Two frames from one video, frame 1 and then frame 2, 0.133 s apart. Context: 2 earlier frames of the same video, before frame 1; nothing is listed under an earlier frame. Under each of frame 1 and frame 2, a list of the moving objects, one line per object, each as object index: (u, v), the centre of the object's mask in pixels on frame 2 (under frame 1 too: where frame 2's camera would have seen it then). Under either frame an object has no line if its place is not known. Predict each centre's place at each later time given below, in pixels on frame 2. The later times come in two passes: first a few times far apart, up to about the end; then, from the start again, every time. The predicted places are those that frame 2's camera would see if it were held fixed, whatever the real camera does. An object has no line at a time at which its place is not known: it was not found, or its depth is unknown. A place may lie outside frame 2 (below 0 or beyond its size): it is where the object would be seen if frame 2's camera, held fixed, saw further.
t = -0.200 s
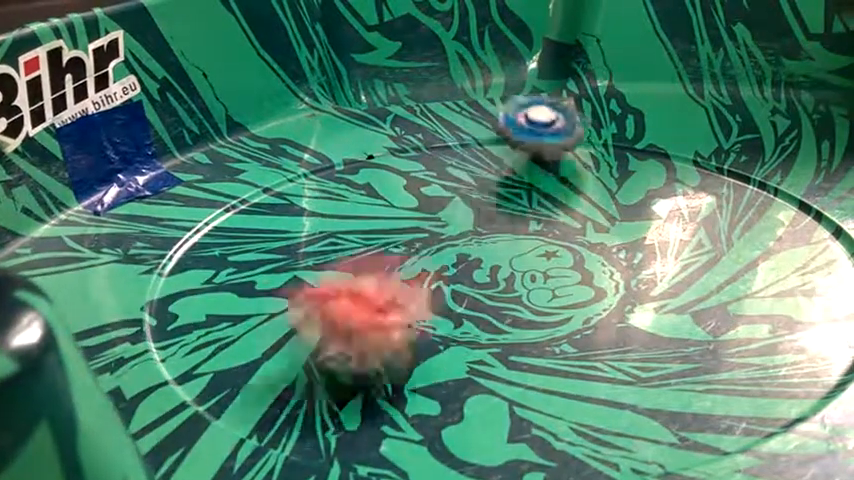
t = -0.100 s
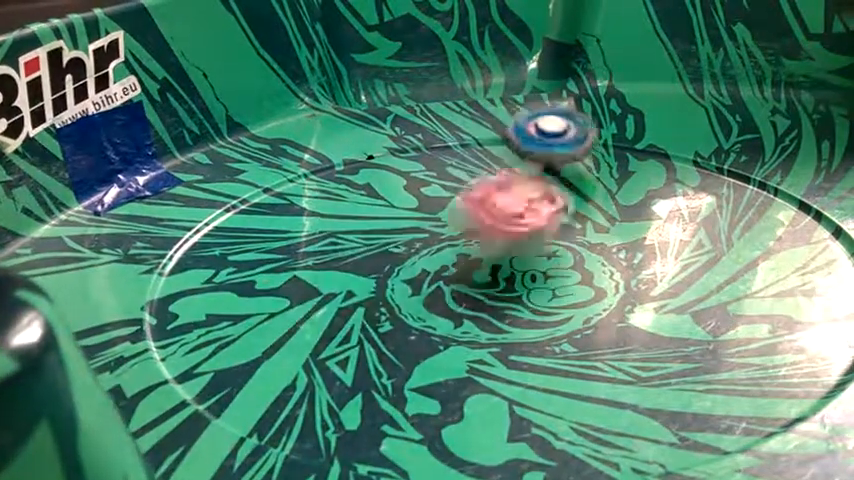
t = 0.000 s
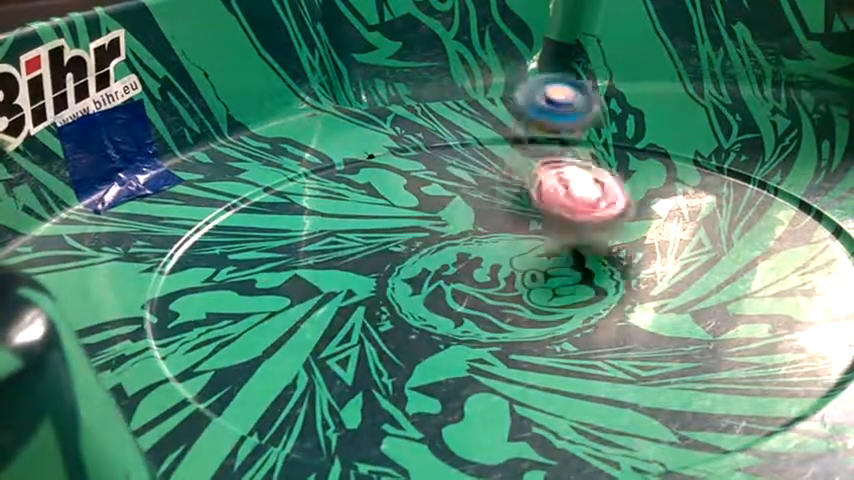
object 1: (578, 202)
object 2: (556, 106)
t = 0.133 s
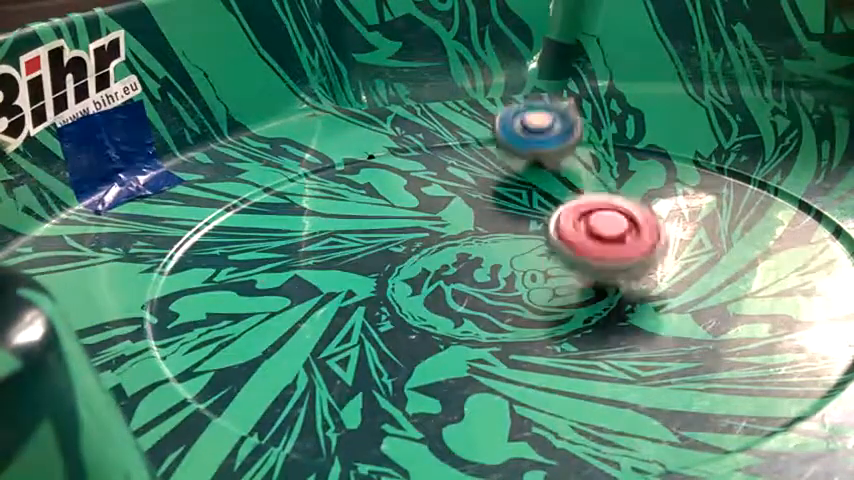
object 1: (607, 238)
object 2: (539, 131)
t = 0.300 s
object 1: (598, 256)
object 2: (569, 149)
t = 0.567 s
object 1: (646, 254)
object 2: (675, 152)
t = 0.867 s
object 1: (662, 265)
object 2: (682, 189)
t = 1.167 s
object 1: (507, 359)
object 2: (680, 228)
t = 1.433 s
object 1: (412, 378)
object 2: (636, 265)
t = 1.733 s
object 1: (333, 340)
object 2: (579, 305)
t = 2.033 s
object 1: (330, 270)
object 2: (503, 294)
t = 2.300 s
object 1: (379, 219)
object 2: (417, 281)
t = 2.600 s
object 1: (465, 187)
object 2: (401, 274)
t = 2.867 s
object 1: (548, 178)
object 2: (422, 252)
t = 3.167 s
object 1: (637, 194)
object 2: (409, 229)
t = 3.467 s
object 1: (681, 234)
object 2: (458, 237)
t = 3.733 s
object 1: (640, 281)
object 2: (496, 224)
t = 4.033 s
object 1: (499, 317)
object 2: (497, 228)
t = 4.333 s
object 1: (365, 297)
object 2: (515, 245)
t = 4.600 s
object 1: (317, 254)
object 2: (526, 254)
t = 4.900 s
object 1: (348, 206)
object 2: (517, 259)
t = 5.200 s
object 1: (431, 183)
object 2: (489, 259)
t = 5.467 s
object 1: (520, 184)
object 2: (466, 258)
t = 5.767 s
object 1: (611, 212)
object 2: (458, 254)
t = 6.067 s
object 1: (647, 259)
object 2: (462, 246)
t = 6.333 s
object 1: (595, 310)
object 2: (469, 239)
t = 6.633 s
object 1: (461, 325)
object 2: (480, 237)
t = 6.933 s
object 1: (356, 292)
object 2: (498, 239)
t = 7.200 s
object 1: (339, 243)
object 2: (506, 242)
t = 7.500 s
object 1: (393, 197)
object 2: (512, 247)
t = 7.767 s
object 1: (474, 182)
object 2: (506, 249)
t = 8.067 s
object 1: (574, 192)
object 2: (492, 256)
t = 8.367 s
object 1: (640, 232)
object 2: (485, 257)
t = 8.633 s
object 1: (637, 277)
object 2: (477, 254)
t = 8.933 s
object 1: (522, 320)
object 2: (467, 249)
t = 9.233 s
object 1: (389, 305)
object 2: (464, 246)
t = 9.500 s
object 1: (338, 257)
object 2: (480, 245)
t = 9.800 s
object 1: (371, 208)
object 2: (492, 241)
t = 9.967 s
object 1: (415, 191)
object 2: (494, 240)
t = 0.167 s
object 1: (605, 244)
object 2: (540, 134)
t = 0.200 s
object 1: (602, 249)
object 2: (541, 139)
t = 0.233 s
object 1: (599, 253)
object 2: (547, 142)
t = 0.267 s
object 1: (595, 255)
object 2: (557, 145)
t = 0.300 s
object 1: (598, 256)
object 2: (569, 149)
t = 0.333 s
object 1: (599, 256)
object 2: (584, 151)
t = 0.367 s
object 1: (604, 257)
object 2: (600, 152)
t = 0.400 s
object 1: (611, 254)
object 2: (616, 153)
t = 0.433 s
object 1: (617, 254)
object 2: (630, 154)
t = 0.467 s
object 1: (624, 254)
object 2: (643, 154)
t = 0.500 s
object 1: (632, 254)
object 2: (656, 151)
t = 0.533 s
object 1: (640, 254)
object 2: (665, 152)
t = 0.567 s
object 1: (646, 254)
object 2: (675, 152)
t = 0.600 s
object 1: (652, 255)
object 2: (683, 152)
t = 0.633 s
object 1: (656, 256)
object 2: (689, 155)
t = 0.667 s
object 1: (660, 257)
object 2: (692, 159)
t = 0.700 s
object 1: (663, 258)
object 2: (693, 163)
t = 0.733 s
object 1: (665, 259)
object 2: (693, 166)
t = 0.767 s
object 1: (667, 260)
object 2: (690, 172)
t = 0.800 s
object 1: (667, 262)
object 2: (687, 177)
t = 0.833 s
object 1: (666, 264)
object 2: (685, 182)
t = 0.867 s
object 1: (662, 265)
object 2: (682, 189)
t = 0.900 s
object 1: (660, 267)
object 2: (679, 197)
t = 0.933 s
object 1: (657, 269)
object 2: (679, 203)
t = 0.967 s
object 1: (652, 271)
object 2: (679, 210)
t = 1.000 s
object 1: (631, 292)
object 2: (681, 214)
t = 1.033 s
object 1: (603, 312)
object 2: (685, 216)
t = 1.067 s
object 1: (574, 330)
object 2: (685, 217)
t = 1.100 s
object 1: (550, 340)
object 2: (684, 221)
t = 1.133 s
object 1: (524, 354)
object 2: (682, 225)
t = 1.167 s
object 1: (507, 359)
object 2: (680, 228)
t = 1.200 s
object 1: (495, 365)
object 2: (675, 232)
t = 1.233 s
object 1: (482, 370)
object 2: (670, 237)
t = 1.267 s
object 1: (471, 373)
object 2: (665, 242)
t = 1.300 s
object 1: (460, 376)
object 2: (659, 245)
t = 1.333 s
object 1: (450, 378)
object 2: (654, 249)
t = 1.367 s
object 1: (437, 379)
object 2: (649, 254)
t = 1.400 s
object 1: (426, 378)
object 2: (641, 260)
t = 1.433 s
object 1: (412, 378)
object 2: (636, 265)
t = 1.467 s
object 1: (398, 378)
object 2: (627, 271)
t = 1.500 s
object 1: (386, 374)
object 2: (617, 278)
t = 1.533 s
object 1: (375, 371)
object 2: (610, 283)
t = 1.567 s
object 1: (367, 368)
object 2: (603, 289)
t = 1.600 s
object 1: (359, 363)
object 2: (595, 295)
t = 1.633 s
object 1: (350, 357)
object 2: (589, 299)
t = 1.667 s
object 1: (343, 351)
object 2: (585, 303)
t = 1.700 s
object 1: (338, 345)
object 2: (581, 304)
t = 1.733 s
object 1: (333, 340)
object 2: (579, 305)
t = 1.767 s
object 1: (327, 330)
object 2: (576, 306)
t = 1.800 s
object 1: (326, 323)
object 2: (574, 306)
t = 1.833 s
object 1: (323, 315)
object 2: (568, 306)
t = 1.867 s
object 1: (321, 307)
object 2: (563, 305)
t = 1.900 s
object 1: (322, 299)
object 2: (554, 305)
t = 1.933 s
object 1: (322, 293)
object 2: (545, 302)
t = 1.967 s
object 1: (324, 284)
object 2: (532, 300)
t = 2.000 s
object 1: (328, 279)
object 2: (518, 297)
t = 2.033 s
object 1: (330, 270)
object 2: (503, 294)
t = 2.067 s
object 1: (333, 263)
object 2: (489, 291)
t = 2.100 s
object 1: (340, 258)
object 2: (476, 289)
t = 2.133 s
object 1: (345, 252)
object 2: (459, 287)
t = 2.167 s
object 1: (349, 248)
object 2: (452, 285)
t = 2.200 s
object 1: (356, 237)
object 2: (443, 284)
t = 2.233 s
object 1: (362, 230)
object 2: (435, 283)
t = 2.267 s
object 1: (368, 226)
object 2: (426, 283)
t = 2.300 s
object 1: (379, 219)
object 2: (417, 281)
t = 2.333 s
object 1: (387, 214)
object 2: (412, 281)
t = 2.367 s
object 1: (396, 210)
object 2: (407, 280)
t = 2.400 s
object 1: (404, 206)
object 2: (401, 279)
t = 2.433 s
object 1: (414, 203)
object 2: (397, 278)
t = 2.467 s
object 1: (424, 199)
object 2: (395, 277)
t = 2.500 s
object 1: (433, 195)
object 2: (395, 276)
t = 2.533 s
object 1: (442, 192)
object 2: (396, 275)
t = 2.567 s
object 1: (453, 189)
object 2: (398, 274)
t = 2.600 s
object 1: (465, 187)
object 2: (401, 274)
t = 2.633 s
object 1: (474, 184)
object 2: (404, 273)
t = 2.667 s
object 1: (484, 182)
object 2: (406, 271)
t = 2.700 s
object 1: (496, 180)
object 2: (409, 269)
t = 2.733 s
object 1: (506, 180)
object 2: (412, 266)
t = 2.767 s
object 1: (517, 178)
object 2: (414, 262)
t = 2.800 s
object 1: (527, 178)
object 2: (416, 259)
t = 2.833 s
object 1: (538, 178)
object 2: (419, 257)
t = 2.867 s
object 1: (548, 178)
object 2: (422, 252)
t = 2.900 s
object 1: (559, 179)
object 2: (424, 248)
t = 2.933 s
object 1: (570, 179)
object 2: (426, 245)
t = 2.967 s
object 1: (580, 179)
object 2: (424, 239)
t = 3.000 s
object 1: (590, 182)
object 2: (423, 235)
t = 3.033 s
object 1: (602, 184)
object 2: (421, 231)
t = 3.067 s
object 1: (609, 185)
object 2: (418, 230)
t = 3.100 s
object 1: (622, 188)
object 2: (415, 228)
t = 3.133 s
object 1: (630, 191)
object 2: (412, 229)
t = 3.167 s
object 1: (637, 194)
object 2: (409, 229)
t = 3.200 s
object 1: (647, 198)
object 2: (408, 230)
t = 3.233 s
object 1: (653, 201)
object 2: (408, 231)
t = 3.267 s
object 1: (662, 204)
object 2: (409, 232)
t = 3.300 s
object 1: (666, 208)
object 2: (412, 234)
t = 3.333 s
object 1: (670, 213)
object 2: (418, 234)
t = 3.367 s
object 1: (675, 219)
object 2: (425, 236)
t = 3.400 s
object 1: (677, 224)
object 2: (437, 236)
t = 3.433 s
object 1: (679, 229)
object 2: (447, 237)
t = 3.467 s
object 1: (681, 234)
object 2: (458, 237)
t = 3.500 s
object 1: (681, 240)
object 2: (467, 235)
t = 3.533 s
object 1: (678, 246)
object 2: (474, 235)
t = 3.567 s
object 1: (674, 252)
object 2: (481, 232)
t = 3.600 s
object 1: (671, 259)
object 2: (485, 231)
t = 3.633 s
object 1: (665, 264)
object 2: (488, 229)
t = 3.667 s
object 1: (658, 270)
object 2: (491, 228)
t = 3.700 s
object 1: (650, 275)
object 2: (493, 226)
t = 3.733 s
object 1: (640, 281)
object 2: (496, 224)
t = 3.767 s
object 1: (627, 289)
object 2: (497, 222)
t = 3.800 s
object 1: (614, 294)
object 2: (498, 222)
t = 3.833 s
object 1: (598, 300)
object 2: (499, 221)
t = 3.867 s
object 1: (582, 303)
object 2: (499, 221)
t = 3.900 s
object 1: (569, 307)
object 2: (498, 222)
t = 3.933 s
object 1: (547, 310)
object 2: (499, 223)
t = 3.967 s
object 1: (531, 311)
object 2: (498, 224)
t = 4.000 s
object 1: (516, 314)
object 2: (498, 226)
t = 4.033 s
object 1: (499, 317)
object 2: (497, 228)
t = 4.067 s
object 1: (480, 317)
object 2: (498, 230)
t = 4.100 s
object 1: (465, 315)
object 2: (498, 232)
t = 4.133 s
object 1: (448, 315)
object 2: (499, 234)
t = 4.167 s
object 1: (432, 312)
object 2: (500, 236)
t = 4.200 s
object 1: (419, 312)
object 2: (502, 237)
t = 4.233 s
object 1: (405, 309)
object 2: (504, 238)
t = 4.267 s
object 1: (390, 305)
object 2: (508, 241)
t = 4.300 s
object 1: (378, 301)
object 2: (512, 242)
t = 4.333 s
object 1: (365, 297)
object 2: (515, 245)
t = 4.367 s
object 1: (353, 291)
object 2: (518, 247)
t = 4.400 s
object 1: (344, 286)
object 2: (520, 249)
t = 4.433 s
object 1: (336, 281)
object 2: (522, 250)
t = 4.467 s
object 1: (331, 278)
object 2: (523, 252)
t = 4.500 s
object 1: (325, 269)
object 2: (524, 253)
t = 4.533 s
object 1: (321, 264)
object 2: (525, 253)
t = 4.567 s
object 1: (317, 259)
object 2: (525, 254)
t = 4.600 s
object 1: (317, 254)
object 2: (526, 254)
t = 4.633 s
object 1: (316, 246)
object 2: (527, 255)
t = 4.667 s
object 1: (317, 241)
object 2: (527, 256)
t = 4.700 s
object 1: (319, 236)
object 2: (527, 256)
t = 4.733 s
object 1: (321, 231)
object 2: (527, 257)
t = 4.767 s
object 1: (325, 226)
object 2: (527, 257)
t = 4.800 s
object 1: (330, 220)
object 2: (525, 257)
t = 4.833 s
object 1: (335, 215)
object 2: (523, 258)
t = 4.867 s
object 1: (340, 210)
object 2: (521, 258)
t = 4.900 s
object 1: (348, 206)
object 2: (517, 259)
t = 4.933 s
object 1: (354, 203)
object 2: (514, 259)
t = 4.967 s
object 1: (362, 199)
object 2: (511, 259)
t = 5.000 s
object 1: (371, 194)
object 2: (506, 259)
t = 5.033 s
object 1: (380, 191)
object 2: (503, 258)
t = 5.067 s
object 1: (389, 189)
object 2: (500, 258)
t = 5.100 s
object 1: (400, 187)
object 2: (497, 258)
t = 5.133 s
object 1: (409, 186)
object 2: (494, 258)
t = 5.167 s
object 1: (420, 185)
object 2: (491, 258)
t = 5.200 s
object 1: (431, 183)
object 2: (489, 259)
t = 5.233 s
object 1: (441, 182)
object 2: (484, 259)
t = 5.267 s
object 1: (452, 181)
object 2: (481, 260)
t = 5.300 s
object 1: (464, 180)
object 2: (477, 260)
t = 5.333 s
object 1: (474, 182)
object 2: (474, 259)
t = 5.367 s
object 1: (486, 181)
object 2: (471, 259)
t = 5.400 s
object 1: (497, 182)
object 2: (469, 258)
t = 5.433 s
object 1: (509, 182)
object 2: (467, 258)
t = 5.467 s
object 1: (520, 184)
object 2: (466, 258)
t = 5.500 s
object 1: (529, 185)
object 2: (464, 258)
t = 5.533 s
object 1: (542, 187)
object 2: (464, 257)
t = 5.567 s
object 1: (553, 189)
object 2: (464, 257)
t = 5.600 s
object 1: (563, 192)
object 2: (463, 257)
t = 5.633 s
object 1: (575, 196)
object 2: (462, 257)
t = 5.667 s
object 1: (582, 200)
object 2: (461, 256)
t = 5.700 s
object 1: (591, 204)
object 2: (460, 255)
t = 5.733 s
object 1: (601, 208)
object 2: (459, 255)
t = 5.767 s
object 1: (611, 212)
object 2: (458, 254)
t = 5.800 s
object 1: (617, 217)
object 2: (457, 254)
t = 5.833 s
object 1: (623, 220)
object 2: (458, 253)
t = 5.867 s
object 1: (630, 225)
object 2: (459, 251)
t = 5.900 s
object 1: (634, 233)
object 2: (459, 251)
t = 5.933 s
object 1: (638, 238)
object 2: (459, 250)
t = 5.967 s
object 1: (642, 244)
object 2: (461, 248)
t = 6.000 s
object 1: (643, 251)
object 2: (461, 247)
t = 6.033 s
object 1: (644, 258)
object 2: (461, 247)
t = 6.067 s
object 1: (647, 259)
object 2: (462, 246)
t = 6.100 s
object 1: (646, 267)
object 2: (463, 245)
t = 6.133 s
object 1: (643, 272)
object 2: (463, 244)
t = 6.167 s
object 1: (639, 279)
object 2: (464, 244)
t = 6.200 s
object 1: (632, 289)
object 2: (463, 243)
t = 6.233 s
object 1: (623, 297)
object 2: (464, 241)
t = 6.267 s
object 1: (617, 301)
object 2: (465, 240)
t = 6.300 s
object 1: (606, 305)
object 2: (468, 239)
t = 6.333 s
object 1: (595, 310)
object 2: (469, 239)
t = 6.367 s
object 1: (582, 314)
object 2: (470, 238)
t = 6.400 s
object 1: (567, 318)
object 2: (472, 237)
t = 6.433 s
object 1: (554, 322)
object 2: (473, 237)
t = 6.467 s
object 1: (538, 324)
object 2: (474, 237)
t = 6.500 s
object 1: (523, 326)
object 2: (476, 237)
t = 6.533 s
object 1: (508, 326)
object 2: (477, 237)
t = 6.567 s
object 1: (492, 327)
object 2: (478, 237)
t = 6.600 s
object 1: (477, 326)
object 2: (479, 237)
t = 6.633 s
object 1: (461, 325)
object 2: (480, 237)
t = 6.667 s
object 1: (448, 324)
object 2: (480, 238)
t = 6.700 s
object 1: (430, 321)
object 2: (481, 238)
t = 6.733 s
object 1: (418, 320)
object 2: (484, 238)
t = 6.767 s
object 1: (405, 317)
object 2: (486, 238)
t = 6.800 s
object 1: (393, 313)
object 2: (488, 238)
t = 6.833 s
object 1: (381, 308)
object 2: (491, 238)
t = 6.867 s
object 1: (370, 302)
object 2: (493, 238)
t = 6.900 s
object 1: (363, 296)
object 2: (495, 238)
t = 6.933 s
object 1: (356, 292)
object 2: (498, 239)
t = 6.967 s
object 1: (348, 284)
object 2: (500, 240)
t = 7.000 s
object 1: (343, 279)
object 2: (501, 240)
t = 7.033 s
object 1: (339, 273)
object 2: (503, 241)
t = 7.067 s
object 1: (337, 267)
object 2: (503, 241)
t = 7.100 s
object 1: (336, 261)
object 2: (504, 242)
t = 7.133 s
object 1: (336, 255)
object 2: (505, 242)
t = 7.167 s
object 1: (337, 248)
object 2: (506, 242)
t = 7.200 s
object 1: (339, 243)
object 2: (506, 242)
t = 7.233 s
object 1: (343, 236)
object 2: (508, 243)
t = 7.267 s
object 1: (347, 232)
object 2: (510, 243)
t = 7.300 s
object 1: (352, 225)
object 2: (510, 243)
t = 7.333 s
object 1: (358, 220)
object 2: (512, 244)
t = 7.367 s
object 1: (364, 214)
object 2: (512, 244)
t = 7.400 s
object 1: (370, 210)
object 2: (513, 245)
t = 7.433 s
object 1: (377, 205)
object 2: (513, 245)
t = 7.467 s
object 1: (385, 201)
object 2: (513, 246)
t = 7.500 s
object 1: (393, 197)
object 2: (512, 247)
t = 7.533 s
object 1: (402, 195)
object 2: (512, 247)
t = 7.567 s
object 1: (413, 192)
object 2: (511, 248)
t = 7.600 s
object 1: (422, 190)
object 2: (510, 249)
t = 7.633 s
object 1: (432, 187)
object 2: (509, 249)
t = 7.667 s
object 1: (441, 186)
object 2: (508, 248)
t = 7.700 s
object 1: (452, 184)
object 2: (508, 248)
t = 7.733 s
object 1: (462, 183)
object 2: (507, 249)
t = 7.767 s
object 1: (474, 182)
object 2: (506, 249)
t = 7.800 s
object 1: (483, 181)
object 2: (505, 250)
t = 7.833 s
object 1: (496, 181)
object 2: (504, 251)
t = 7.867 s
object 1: (508, 181)
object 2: (502, 252)
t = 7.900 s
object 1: (519, 182)
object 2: (500, 252)
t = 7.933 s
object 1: (531, 183)
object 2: (499, 253)
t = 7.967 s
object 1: (542, 184)
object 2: (497, 254)
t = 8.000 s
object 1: (554, 186)
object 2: (495, 254)
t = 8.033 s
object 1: (562, 190)
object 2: (494, 255)
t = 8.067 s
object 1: (574, 192)
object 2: (492, 256)
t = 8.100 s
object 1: (583, 194)
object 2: (490, 257)
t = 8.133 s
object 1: (592, 197)
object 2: (489, 257)
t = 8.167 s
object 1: (602, 202)
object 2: (488, 257)
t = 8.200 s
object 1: (611, 205)
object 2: (487, 257)
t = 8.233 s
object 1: (619, 209)
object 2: (486, 257)
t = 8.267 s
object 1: (625, 214)
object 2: (486, 257)
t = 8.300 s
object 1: (632, 219)
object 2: (486, 257)
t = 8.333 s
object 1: (637, 224)
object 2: (486, 256)
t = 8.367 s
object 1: (640, 232)
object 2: (485, 257)
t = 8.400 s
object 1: (645, 236)
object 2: (485, 256)
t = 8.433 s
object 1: (649, 242)
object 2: (484, 256)
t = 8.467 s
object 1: (650, 246)
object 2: (483, 256)
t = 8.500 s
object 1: (650, 252)
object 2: (482, 256)
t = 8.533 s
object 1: (649, 259)
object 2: (481, 255)
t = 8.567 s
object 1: (646, 265)
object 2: (479, 255)
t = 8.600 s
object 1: (641, 273)
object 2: (478, 254)
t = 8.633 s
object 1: (637, 277)
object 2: (477, 254)
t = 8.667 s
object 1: (629, 284)
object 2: (476, 253)
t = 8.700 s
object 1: (620, 291)
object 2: (475, 252)
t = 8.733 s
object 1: (609, 296)
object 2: (474, 251)
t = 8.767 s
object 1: (597, 301)
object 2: (472, 250)
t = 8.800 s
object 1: (585, 306)
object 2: (471, 249)
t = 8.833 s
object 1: (570, 312)
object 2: (471, 249)
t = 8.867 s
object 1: (554, 315)
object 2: (470, 249)
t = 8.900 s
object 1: (539, 317)
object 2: (469, 248)
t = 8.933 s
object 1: (522, 320)
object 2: (467, 249)
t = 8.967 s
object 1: (505, 321)
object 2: (466, 248)
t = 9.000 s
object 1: (487, 320)
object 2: (465, 248)
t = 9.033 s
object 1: (469, 319)
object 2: (464, 247)
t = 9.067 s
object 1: (454, 319)
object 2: (464, 247)
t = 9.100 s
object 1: (438, 316)
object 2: (463, 247)
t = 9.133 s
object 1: (425, 315)
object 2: (463, 247)
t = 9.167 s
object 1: (414, 312)
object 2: (463, 247)
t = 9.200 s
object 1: (400, 310)
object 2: (463, 247)
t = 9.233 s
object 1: (389, 305)
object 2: (464, 246)
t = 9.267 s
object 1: (378, 298)
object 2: (464, 246)
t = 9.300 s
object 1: (368, 292)
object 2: (466, 246)
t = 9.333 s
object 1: (362, 289)
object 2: (468, 247)
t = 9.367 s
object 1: (354, 282)
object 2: (470, 246)
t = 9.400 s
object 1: (346, 276)
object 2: (472, 246)
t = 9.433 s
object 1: (341, 270)
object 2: (475, 245)
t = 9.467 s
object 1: (339, 263)
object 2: (477, 245)
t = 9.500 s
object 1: (338, 257)
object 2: (480, 245)
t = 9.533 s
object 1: (336, 250)
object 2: (481, 245)
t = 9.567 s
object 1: (337, 245)
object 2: (483, 245)
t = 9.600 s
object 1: (341, 238)
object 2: (485, 244)
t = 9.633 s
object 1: (343, 233)
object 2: (487, 244)
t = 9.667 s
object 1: (347, 229)
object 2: (487, 243)
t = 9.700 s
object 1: (352, 222)
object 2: (489, 243)
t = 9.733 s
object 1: (357, 217)
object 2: (491, 242)
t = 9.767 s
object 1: (363, 213)
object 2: (491, 242)
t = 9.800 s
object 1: (371, 208)
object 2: (492, 241)
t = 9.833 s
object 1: (379, 203)
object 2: (492, 241)
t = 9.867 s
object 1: (386, 200)
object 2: (493, 240)
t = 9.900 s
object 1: (396, 197)
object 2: (493, 240)
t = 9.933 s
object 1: (405, 194)
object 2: (494, 240)
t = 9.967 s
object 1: (415, 191)
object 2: (494, 240)
